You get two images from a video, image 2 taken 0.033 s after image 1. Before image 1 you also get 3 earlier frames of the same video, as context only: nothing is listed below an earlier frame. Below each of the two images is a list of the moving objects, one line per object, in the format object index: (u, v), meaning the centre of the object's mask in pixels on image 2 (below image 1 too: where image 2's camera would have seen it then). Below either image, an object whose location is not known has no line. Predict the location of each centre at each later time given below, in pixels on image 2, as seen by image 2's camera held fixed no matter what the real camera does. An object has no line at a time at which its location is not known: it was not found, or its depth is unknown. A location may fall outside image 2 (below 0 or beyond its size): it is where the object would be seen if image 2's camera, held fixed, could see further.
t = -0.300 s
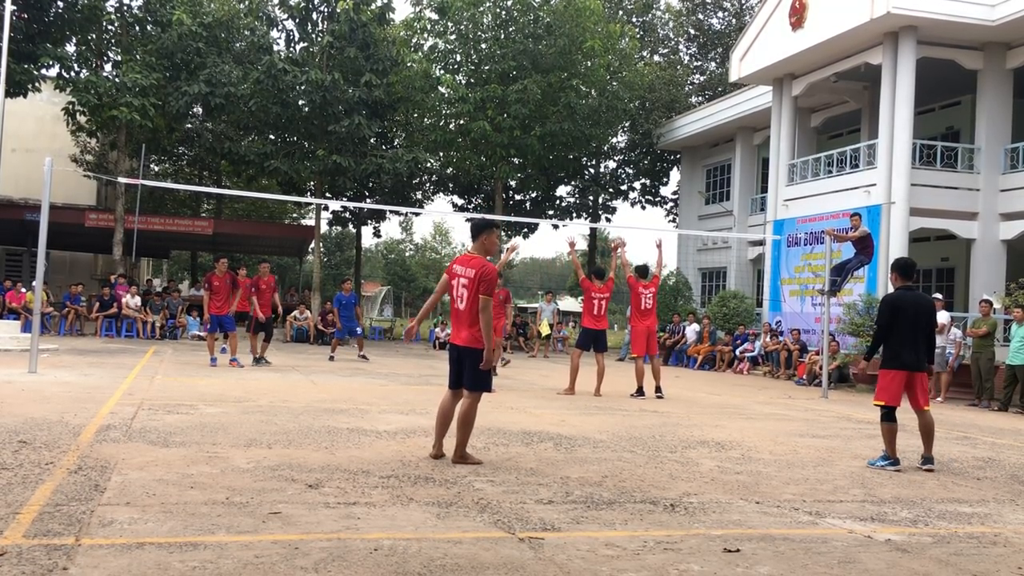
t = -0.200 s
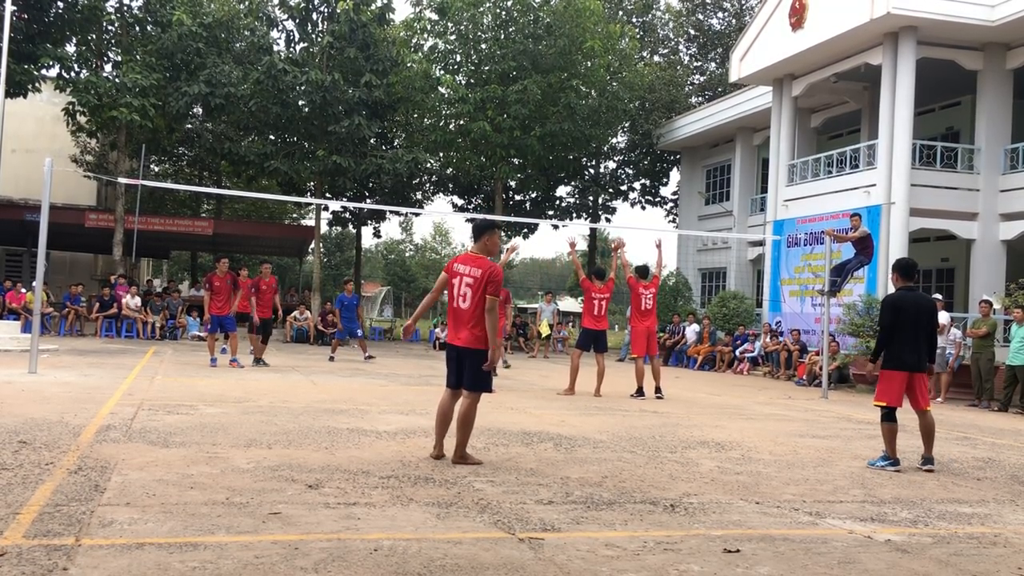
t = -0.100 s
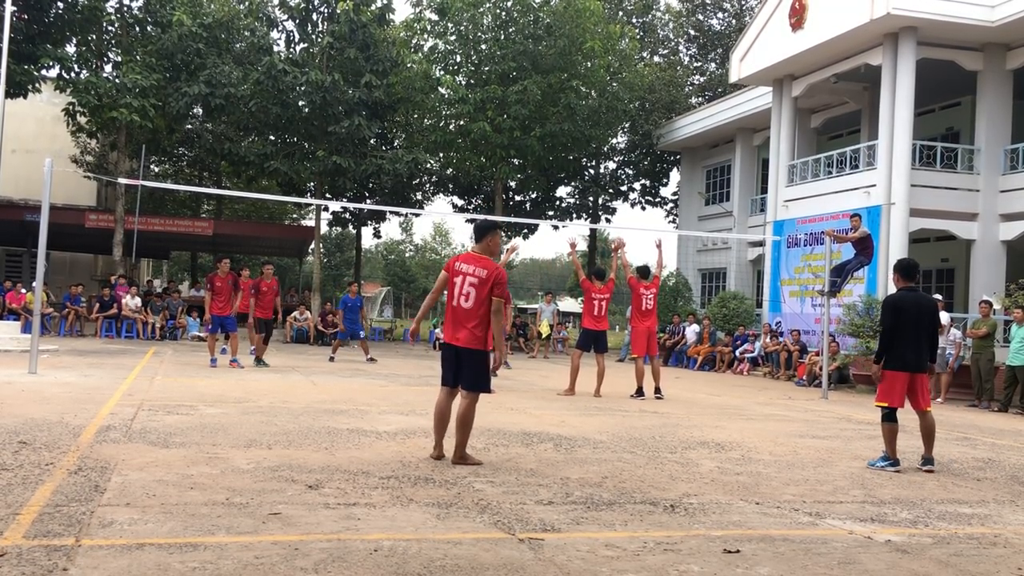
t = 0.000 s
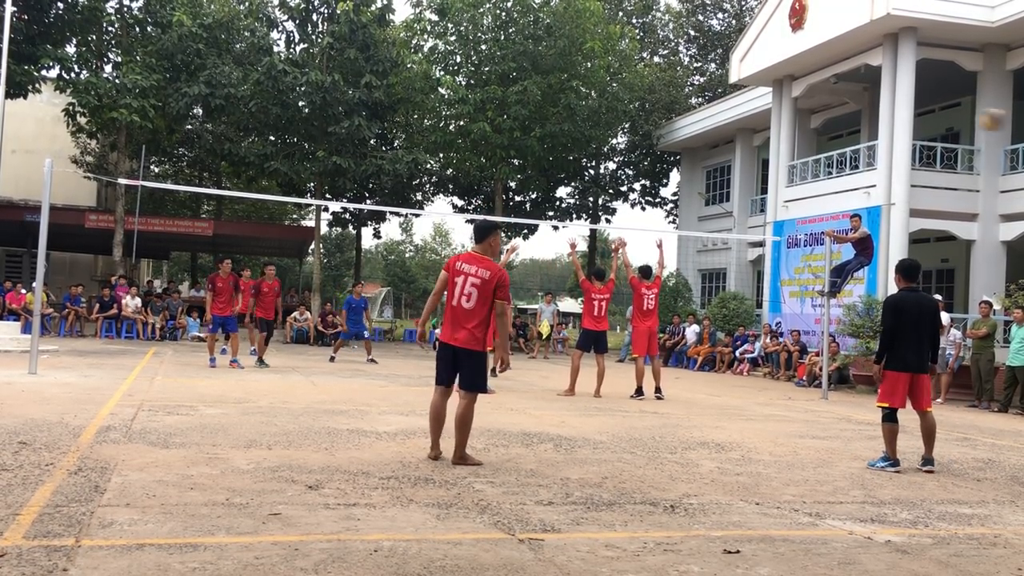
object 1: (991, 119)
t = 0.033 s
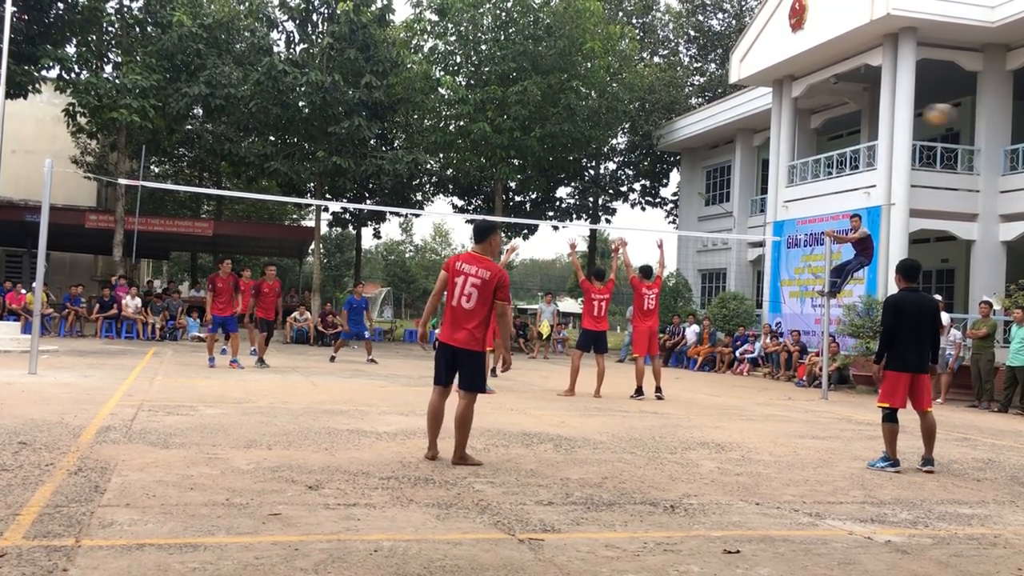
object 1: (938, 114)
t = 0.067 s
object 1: (889, 111)
